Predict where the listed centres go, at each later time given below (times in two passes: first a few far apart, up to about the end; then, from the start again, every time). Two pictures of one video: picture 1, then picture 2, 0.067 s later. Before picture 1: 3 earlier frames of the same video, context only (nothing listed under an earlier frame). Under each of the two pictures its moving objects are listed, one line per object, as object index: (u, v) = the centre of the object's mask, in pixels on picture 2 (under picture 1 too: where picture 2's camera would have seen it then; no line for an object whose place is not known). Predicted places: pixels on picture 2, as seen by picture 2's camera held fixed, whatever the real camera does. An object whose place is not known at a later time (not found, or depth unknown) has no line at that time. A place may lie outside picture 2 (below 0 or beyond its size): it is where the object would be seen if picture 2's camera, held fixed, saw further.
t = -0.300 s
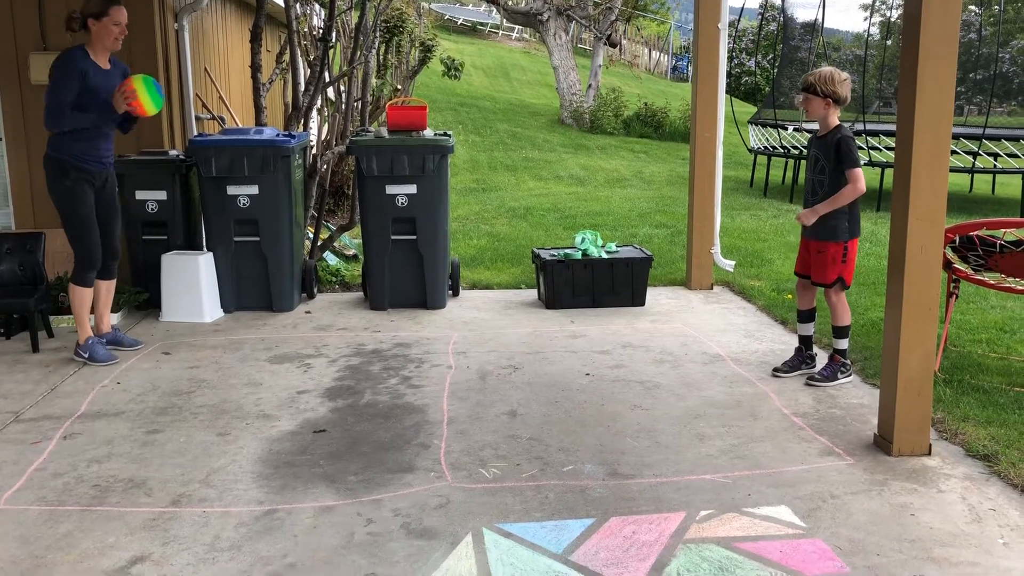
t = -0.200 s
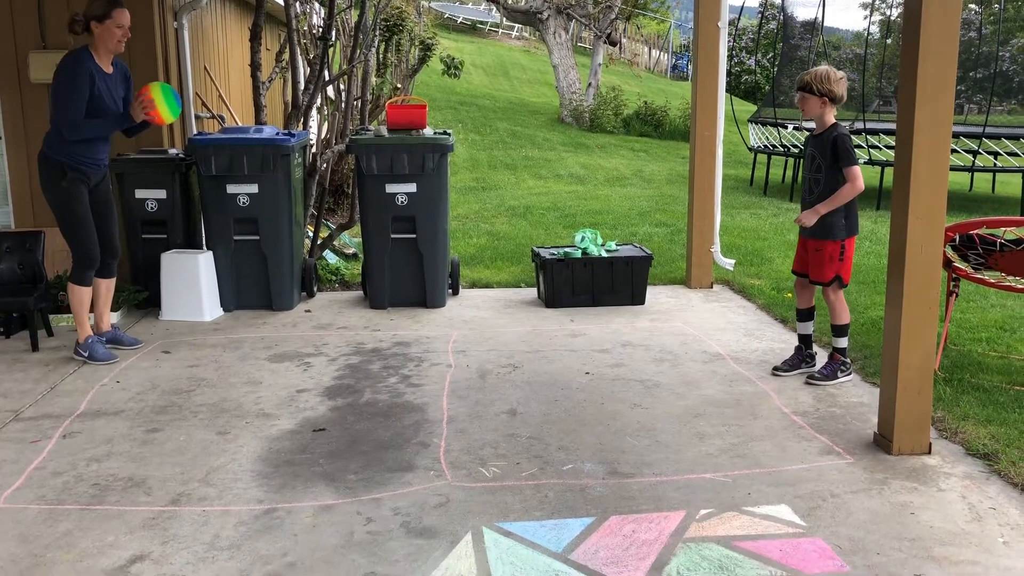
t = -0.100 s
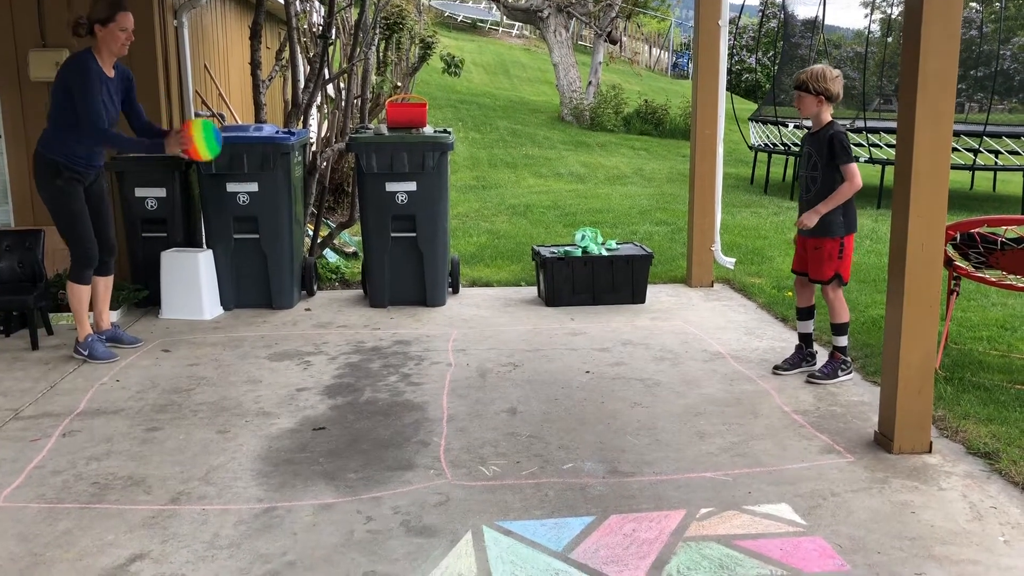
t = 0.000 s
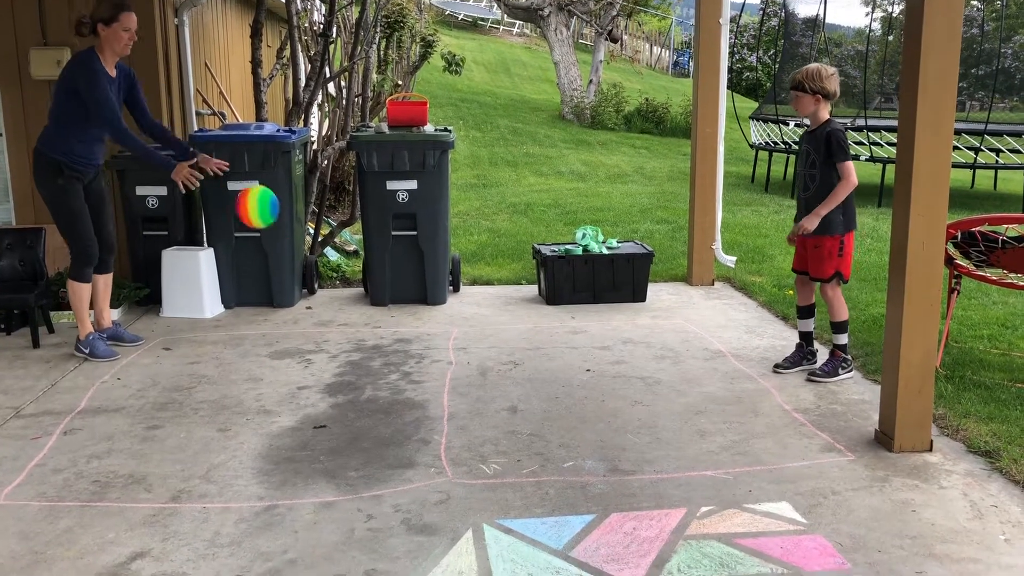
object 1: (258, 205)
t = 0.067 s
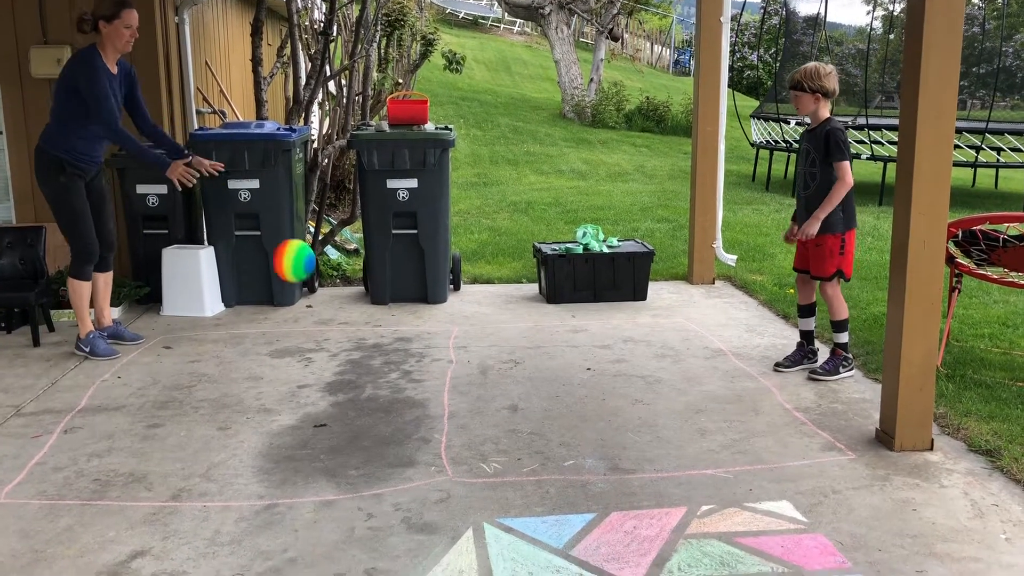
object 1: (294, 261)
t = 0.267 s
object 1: (368, 258)
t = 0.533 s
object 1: (444, 141)
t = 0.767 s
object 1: (507, 154)
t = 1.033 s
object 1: (579, 306)
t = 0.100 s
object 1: (311, 290)
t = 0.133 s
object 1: (329, 323)
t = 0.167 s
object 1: (341, 335)
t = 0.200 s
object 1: (350, 307)
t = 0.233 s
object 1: (359, 282)
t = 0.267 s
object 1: (368, 258)
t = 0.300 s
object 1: (377, 236)
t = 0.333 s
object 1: (387, 216)
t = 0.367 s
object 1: (397, 198)
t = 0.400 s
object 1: (406, 182)
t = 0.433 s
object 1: (416, 169)
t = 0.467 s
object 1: (425, 158)
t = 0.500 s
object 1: (434, 149)
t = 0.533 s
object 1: (444, 141)
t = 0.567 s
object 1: (453, 137)
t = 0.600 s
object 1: (462, 134)
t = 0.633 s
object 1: (471, 134)
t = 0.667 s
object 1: (480, 135)
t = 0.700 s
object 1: (489, 139)
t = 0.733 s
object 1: (498, 146)
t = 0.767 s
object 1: (507, 154)
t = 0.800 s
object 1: (516, 165)
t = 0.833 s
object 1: (525, 178)
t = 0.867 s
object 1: (535, 194)
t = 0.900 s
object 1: (544, 212)
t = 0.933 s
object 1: (553, 232)
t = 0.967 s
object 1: (562, 255)
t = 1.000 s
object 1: (571, 280)
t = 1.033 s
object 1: (579, 306)
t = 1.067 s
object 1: (586, 335)
